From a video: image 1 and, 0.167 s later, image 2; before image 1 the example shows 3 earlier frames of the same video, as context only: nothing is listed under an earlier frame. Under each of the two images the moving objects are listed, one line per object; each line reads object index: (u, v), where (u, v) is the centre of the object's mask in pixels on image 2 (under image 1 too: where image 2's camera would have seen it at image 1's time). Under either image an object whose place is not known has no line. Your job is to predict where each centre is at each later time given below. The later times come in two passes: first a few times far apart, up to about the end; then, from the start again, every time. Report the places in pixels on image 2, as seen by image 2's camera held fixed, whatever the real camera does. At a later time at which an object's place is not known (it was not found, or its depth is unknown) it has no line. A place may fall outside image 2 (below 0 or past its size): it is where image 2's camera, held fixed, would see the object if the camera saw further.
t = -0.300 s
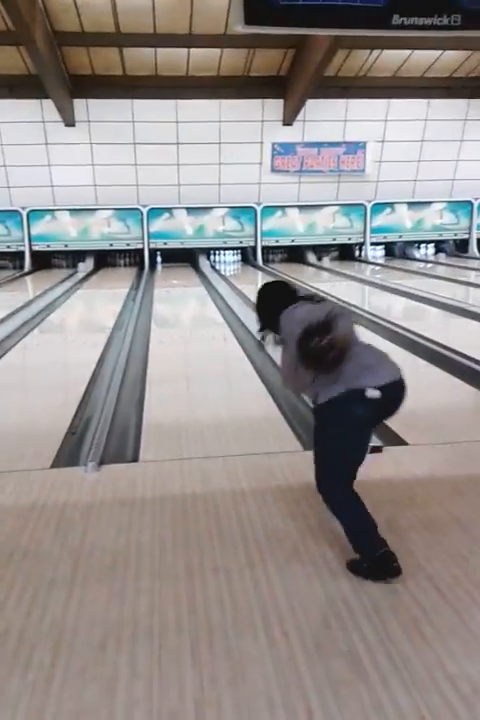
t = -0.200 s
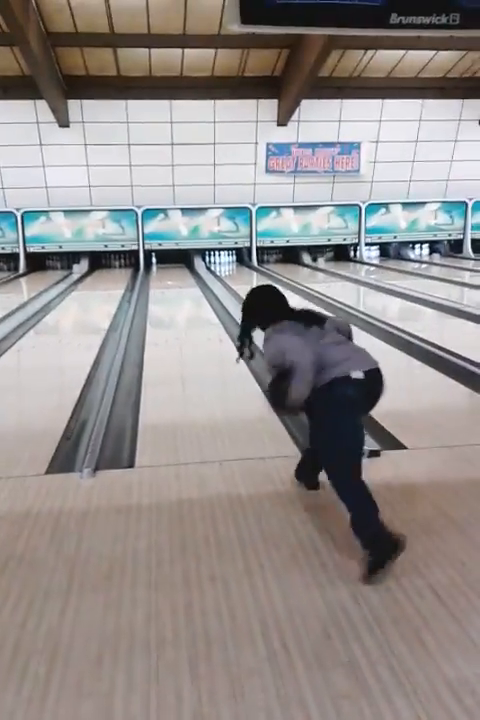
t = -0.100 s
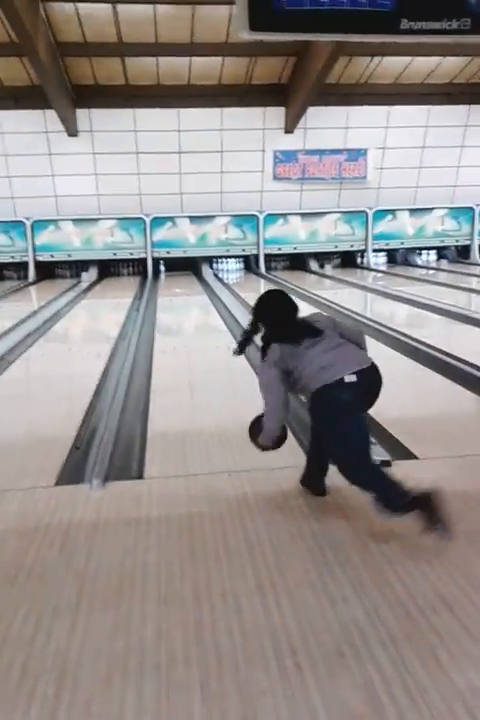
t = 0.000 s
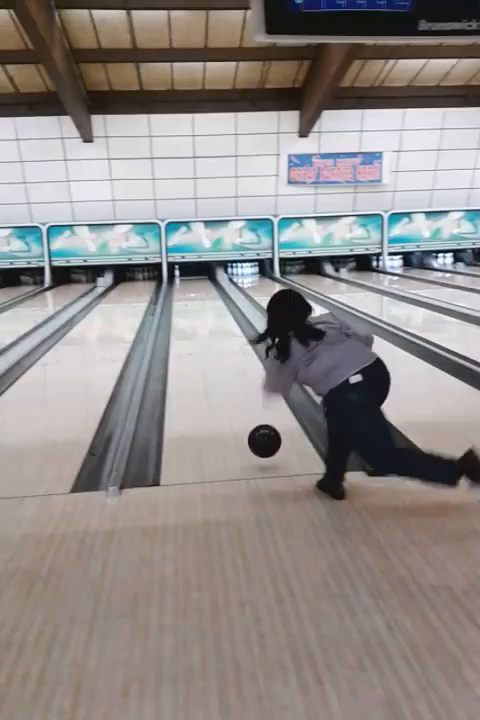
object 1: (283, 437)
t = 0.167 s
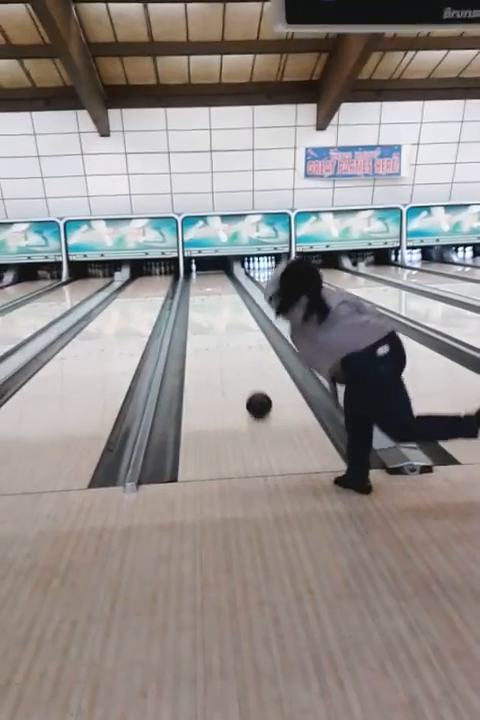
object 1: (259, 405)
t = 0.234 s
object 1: (252, 392)
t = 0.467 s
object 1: (234, 357)
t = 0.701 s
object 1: (222, 334)
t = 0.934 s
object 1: (214, 319)
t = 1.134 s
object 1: (209, 308)
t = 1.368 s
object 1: (205, 299)
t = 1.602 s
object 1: (202, 292)
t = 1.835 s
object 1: (199, 285)
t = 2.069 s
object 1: (197, 280)
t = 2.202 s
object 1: (196, 278)
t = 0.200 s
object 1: (255, 398)
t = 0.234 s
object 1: (252, 392)
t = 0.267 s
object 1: (249, 386)
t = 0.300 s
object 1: (245, 380)
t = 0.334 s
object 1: (243, 375)
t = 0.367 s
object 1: (240, 370)
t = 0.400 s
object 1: (238, 365)
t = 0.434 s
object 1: (236, 361)
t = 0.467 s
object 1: (234, 357)
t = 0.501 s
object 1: (232, 353)
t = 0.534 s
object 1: (230, 350)
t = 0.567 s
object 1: (228, 347)
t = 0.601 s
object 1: (226, 343)
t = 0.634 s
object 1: (225, 340)
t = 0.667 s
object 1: (224, 337)
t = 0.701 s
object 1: (222, 334)
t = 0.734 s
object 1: (221, 332)
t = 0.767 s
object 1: (220, 330)
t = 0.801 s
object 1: (219, 327)
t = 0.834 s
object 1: (218, 325)
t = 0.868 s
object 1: (216, 323)
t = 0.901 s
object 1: (215, 321)
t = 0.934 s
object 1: (214, 319)
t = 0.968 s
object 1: (214, 317)
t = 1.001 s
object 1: (213, 315)
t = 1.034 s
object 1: (212, 313)
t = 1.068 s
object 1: (211, 311)
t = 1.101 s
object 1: (210, 310)
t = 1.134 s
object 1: (209, 308)
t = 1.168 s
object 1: (209, 307)
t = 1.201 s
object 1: (208, 305)
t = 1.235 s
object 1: (207, 304)
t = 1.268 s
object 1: (206, 303)
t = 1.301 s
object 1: (206, 301)
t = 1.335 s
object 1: (205, 300)
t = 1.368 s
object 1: (205, 299)
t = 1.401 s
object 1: (204, 298)
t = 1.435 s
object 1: (204, 296)
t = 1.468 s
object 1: (204, 296)
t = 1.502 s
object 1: (203, 294)
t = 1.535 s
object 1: (202, 293)
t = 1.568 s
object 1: (202, 293)
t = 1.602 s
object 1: (202, 292)
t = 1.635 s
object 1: (201, 291)
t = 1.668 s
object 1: (201, 289)
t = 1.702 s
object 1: (200, 288)
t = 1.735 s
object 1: (200, 287)
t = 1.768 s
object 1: (200, 287)
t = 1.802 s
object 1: (199, 286)
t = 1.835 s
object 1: (199, 285)
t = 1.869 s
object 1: (198, 284)
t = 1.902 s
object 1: (198, 284)
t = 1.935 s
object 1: (198, 283)
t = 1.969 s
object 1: (198, 282)
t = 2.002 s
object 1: (198, 281)
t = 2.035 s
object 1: (197, 280)
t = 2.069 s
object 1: (197, 280)
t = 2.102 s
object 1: (197, 279)
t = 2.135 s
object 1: (197, 279)
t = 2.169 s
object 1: (196, 278)
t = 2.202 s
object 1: (196, 278)
